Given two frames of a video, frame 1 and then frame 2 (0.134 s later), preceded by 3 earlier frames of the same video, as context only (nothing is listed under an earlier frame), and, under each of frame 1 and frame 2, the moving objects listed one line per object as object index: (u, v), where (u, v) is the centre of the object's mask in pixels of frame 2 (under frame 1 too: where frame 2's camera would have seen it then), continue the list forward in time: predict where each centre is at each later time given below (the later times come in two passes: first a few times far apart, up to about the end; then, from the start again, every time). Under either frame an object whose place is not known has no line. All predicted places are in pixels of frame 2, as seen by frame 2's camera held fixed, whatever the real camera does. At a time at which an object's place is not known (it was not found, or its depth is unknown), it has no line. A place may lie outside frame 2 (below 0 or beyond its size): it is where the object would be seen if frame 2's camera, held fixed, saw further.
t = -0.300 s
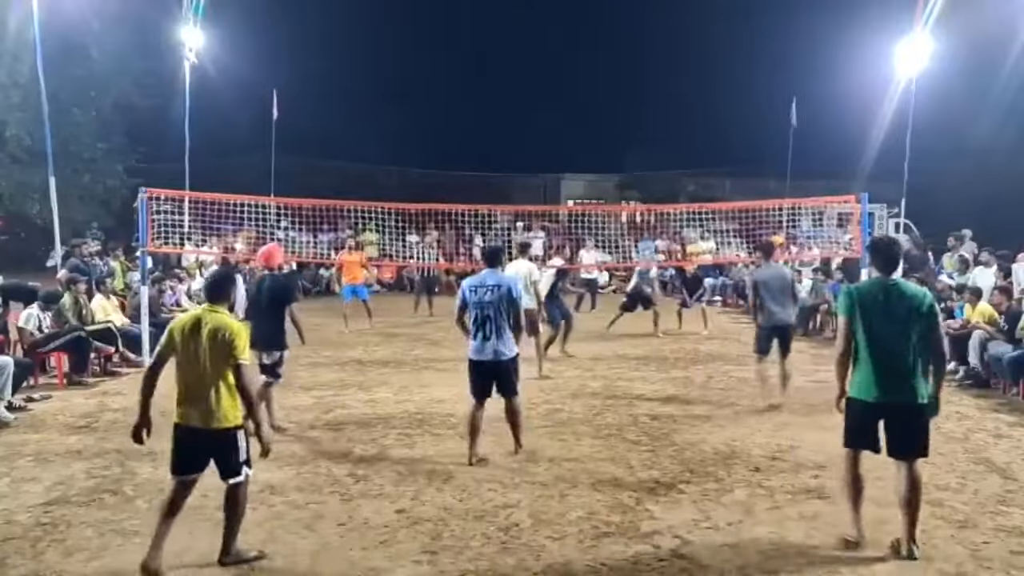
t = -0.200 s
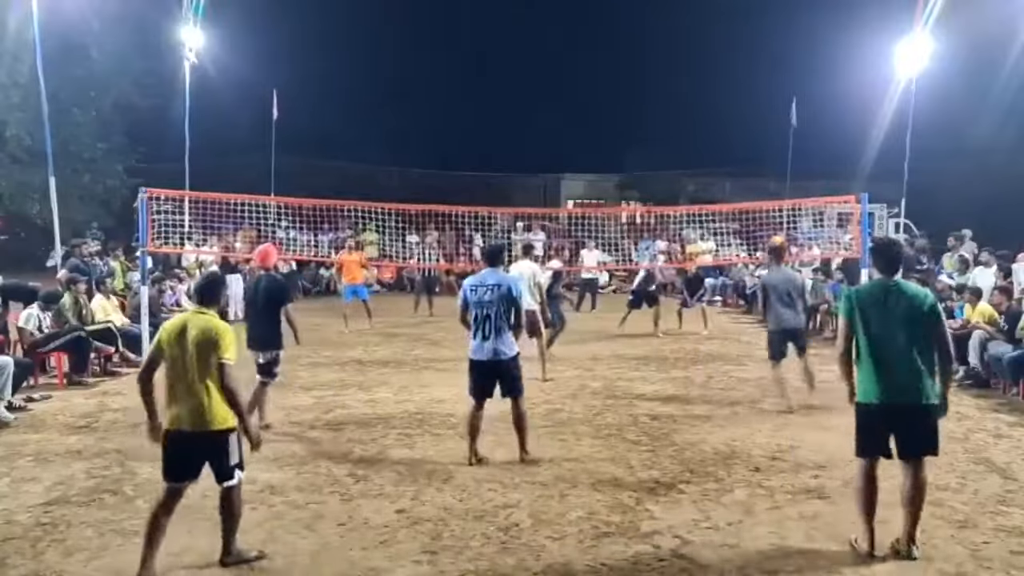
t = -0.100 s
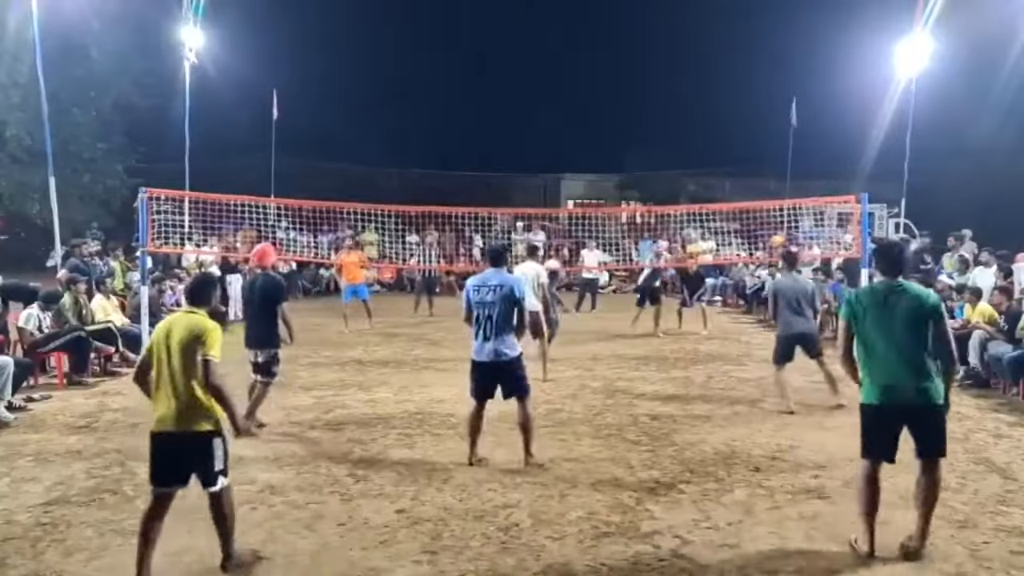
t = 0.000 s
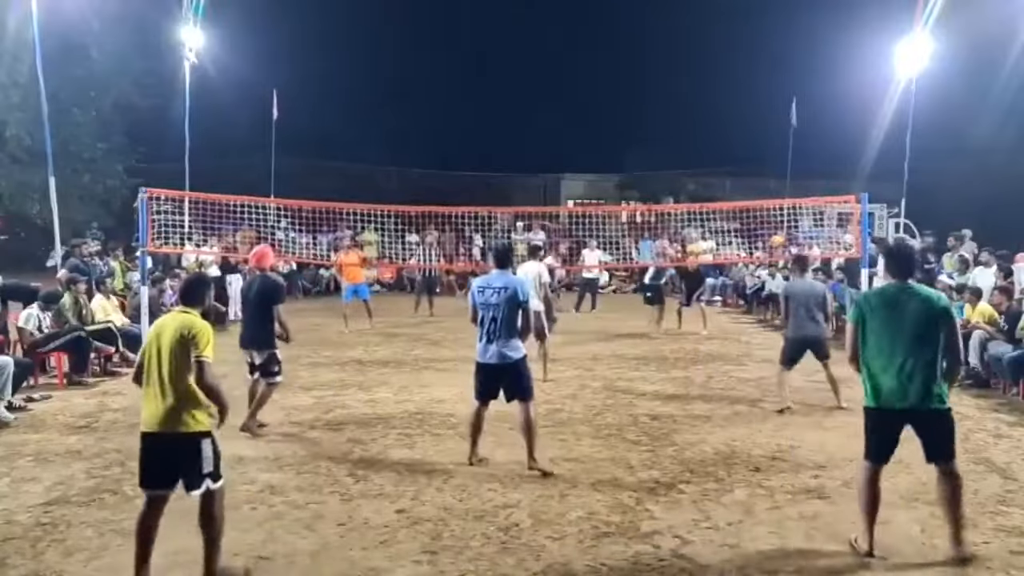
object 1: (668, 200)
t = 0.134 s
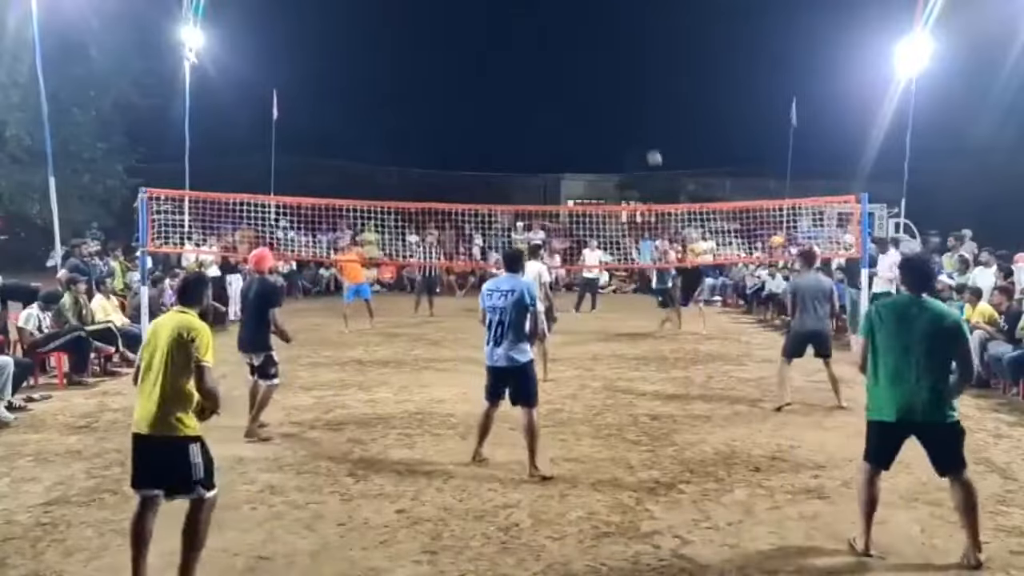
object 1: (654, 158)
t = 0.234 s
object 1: (643, 129)
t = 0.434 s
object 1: (613, 83)
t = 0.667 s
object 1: (565, 64)
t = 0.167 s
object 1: (650, 148)
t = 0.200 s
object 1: (647, 138)
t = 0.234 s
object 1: (643, 129)
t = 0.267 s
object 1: (638, 119)
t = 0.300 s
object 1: (633, 110)
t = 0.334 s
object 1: (629, 103)
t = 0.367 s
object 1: (623, 96)
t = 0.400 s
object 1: (618, 89)
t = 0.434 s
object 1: (613, 83)
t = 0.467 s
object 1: (607, 77)
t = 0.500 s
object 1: (600, 73)
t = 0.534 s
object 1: (594, 69)
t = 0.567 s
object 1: (587, 66)
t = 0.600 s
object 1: (580, 65)
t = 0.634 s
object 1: (573, 64)
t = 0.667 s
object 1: (565, 64)
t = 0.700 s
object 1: (557, 65)
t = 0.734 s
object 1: (549, 68)
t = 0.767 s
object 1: (539, 72)
